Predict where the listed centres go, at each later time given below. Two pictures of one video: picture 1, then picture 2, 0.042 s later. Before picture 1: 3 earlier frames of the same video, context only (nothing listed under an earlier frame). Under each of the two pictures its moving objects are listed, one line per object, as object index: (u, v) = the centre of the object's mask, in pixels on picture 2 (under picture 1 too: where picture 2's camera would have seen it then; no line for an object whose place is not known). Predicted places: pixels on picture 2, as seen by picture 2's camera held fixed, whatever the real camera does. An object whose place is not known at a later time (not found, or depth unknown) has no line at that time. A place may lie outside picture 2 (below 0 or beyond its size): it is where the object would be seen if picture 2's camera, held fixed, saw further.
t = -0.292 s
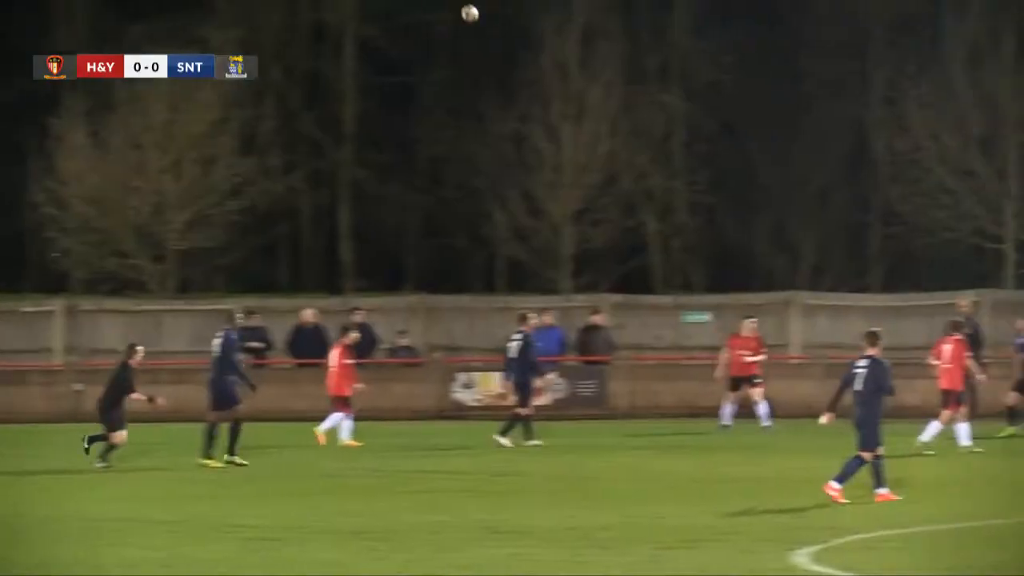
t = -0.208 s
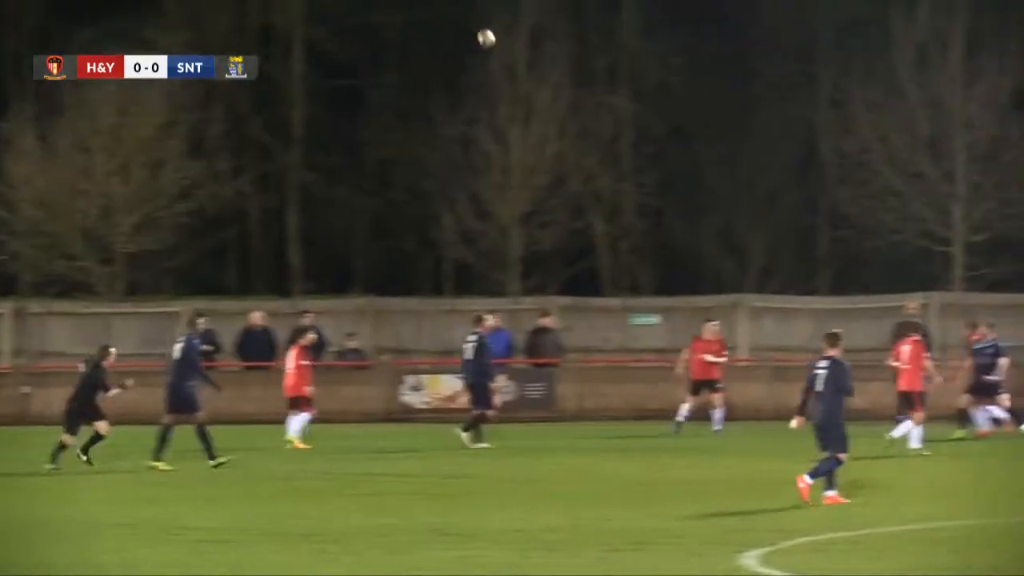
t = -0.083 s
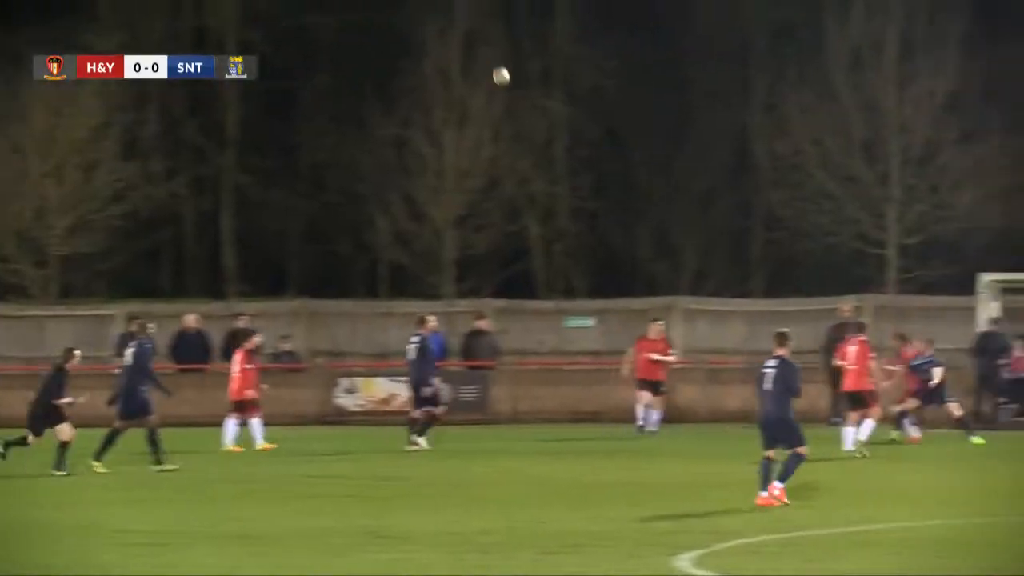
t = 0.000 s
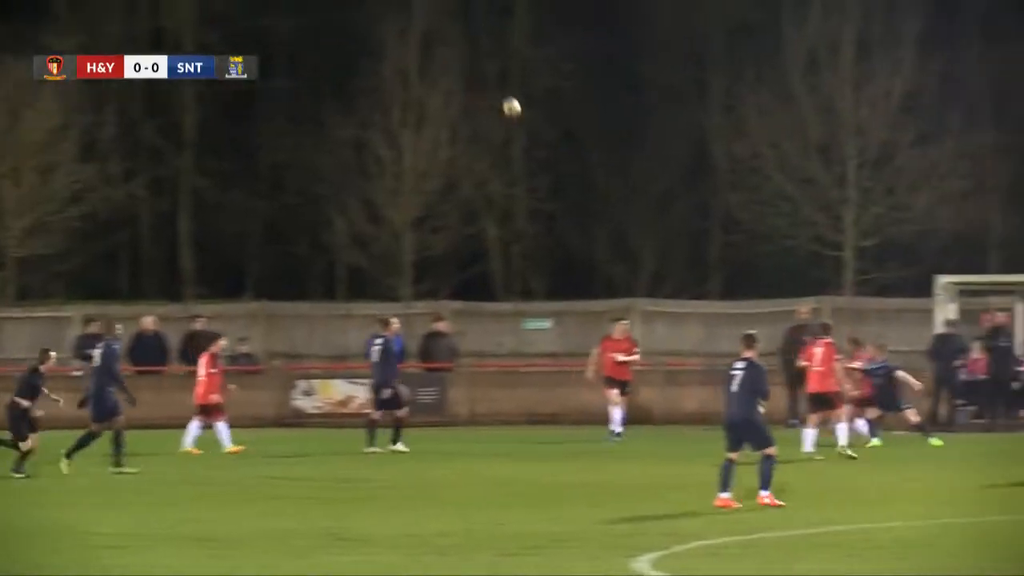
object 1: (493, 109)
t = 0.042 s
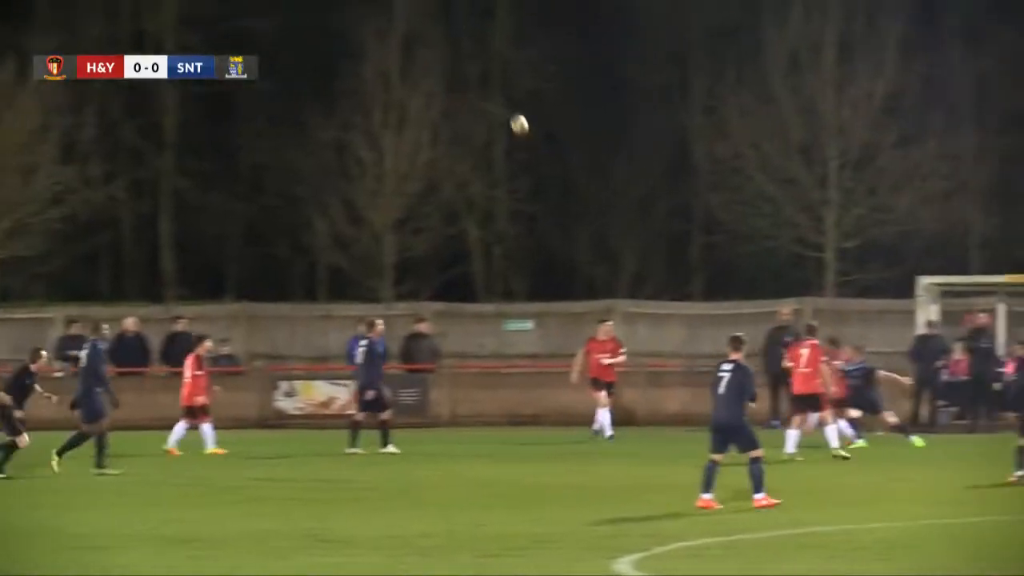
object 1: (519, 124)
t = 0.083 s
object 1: (544, 141)
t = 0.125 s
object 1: (570, 159)
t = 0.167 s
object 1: (595, 177)
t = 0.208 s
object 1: (620, 197)
